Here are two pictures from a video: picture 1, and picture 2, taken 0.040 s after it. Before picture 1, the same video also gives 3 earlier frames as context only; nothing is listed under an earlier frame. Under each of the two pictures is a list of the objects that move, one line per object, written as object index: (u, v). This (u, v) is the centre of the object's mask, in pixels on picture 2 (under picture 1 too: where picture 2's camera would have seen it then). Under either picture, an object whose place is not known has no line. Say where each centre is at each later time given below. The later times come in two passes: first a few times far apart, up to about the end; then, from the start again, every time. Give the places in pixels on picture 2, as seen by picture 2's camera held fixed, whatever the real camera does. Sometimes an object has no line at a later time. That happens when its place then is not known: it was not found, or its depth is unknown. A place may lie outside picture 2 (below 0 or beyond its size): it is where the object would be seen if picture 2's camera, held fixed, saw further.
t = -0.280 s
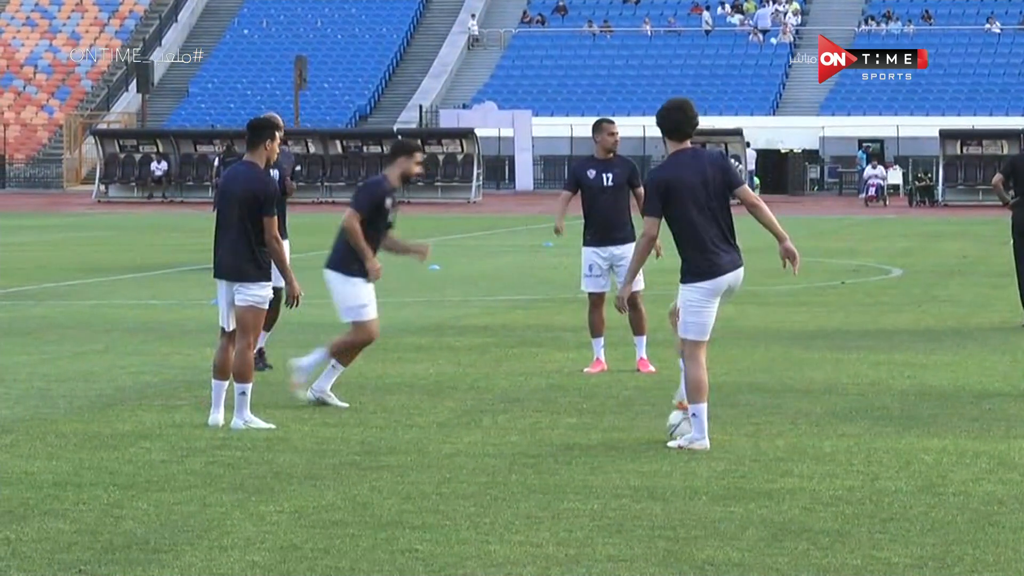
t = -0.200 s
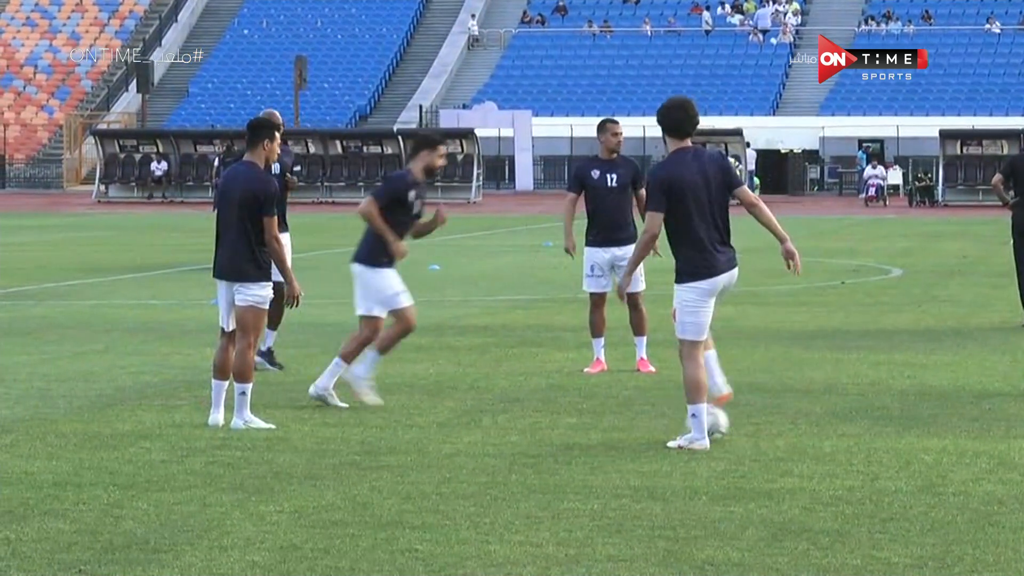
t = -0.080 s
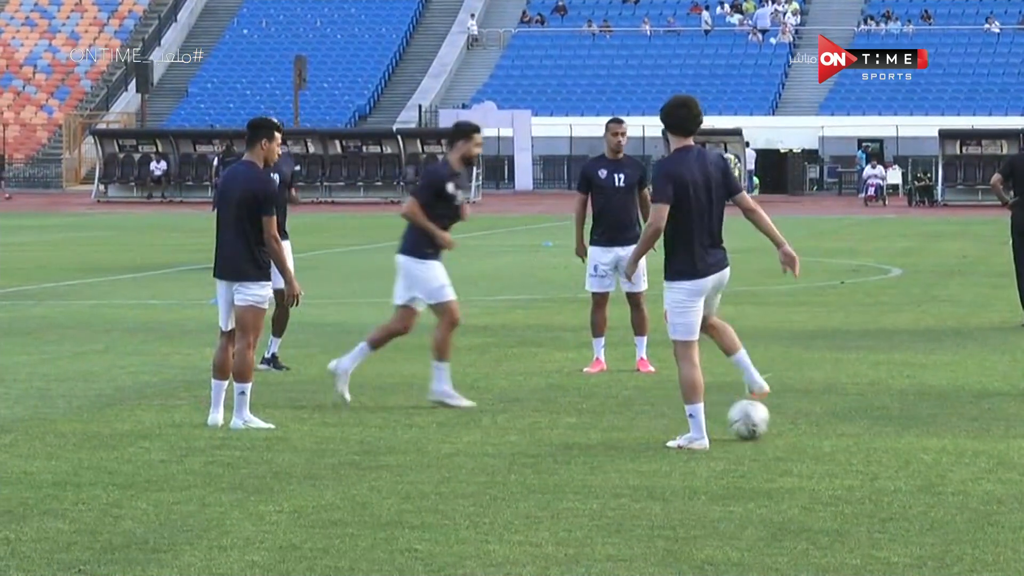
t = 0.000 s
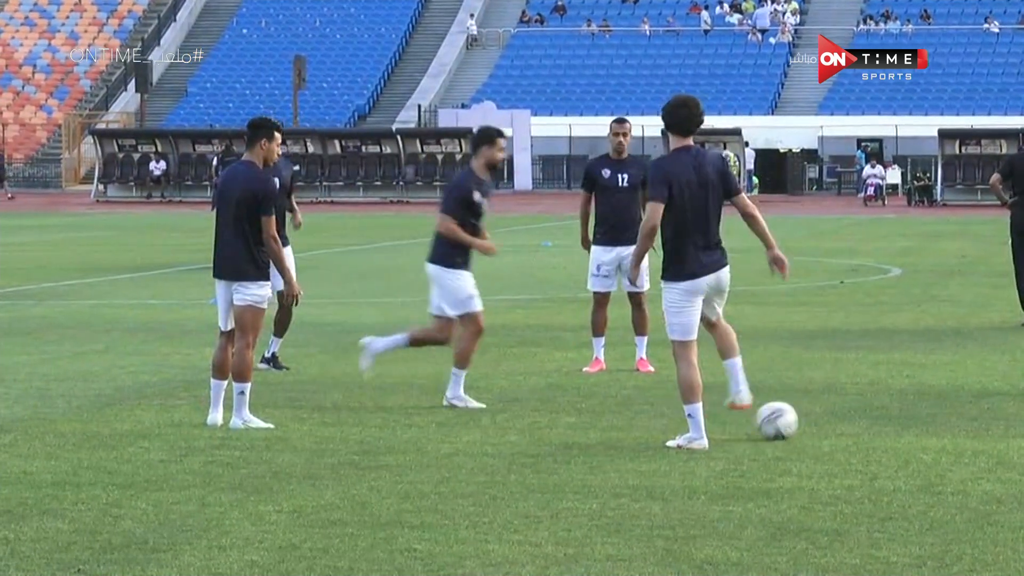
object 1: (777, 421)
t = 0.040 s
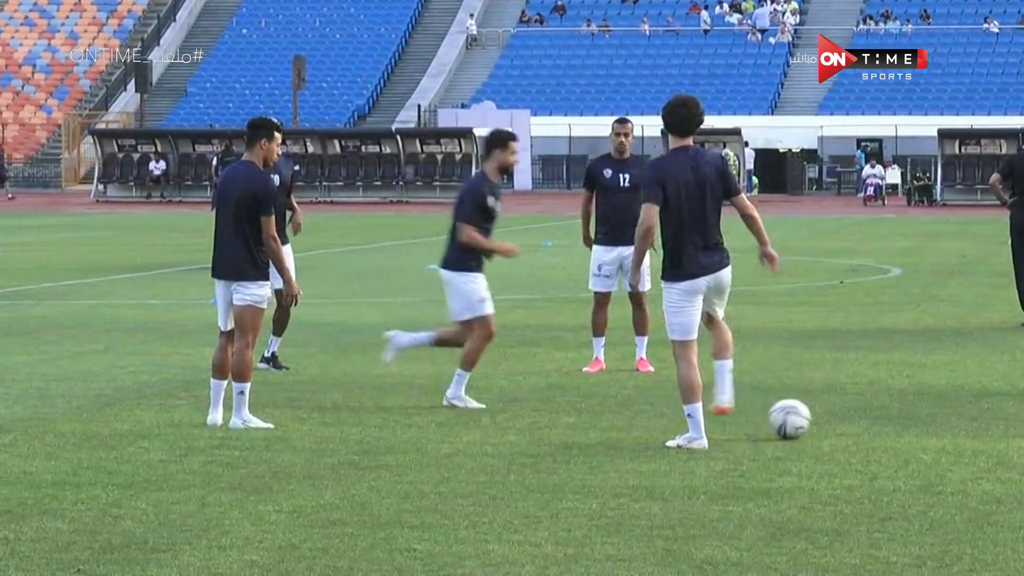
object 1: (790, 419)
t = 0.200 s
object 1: (842, 419)
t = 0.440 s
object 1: (913, 418)
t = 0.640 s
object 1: (966, 418)
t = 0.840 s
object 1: (1014, 417)
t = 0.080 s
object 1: (802, 418)
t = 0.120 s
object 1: (815, 420)
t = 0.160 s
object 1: (829, 420)
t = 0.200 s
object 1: (842, 419)
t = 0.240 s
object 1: (854, 419)
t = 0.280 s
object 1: (867, 419)
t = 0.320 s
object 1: (878, 419)
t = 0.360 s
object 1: (890, 418)
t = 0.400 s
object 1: (902, 418)
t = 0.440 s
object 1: (913, 418)
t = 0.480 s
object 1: (924, 418)
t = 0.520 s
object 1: (935, 418)
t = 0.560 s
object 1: (946, 418)
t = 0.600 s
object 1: (956, 418)
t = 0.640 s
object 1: (966, 418)
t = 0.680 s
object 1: (976, 418)
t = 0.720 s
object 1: (986, 418)
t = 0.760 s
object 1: (995, 418)
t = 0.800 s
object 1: (1004, 417)
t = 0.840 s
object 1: (1014, 417)
